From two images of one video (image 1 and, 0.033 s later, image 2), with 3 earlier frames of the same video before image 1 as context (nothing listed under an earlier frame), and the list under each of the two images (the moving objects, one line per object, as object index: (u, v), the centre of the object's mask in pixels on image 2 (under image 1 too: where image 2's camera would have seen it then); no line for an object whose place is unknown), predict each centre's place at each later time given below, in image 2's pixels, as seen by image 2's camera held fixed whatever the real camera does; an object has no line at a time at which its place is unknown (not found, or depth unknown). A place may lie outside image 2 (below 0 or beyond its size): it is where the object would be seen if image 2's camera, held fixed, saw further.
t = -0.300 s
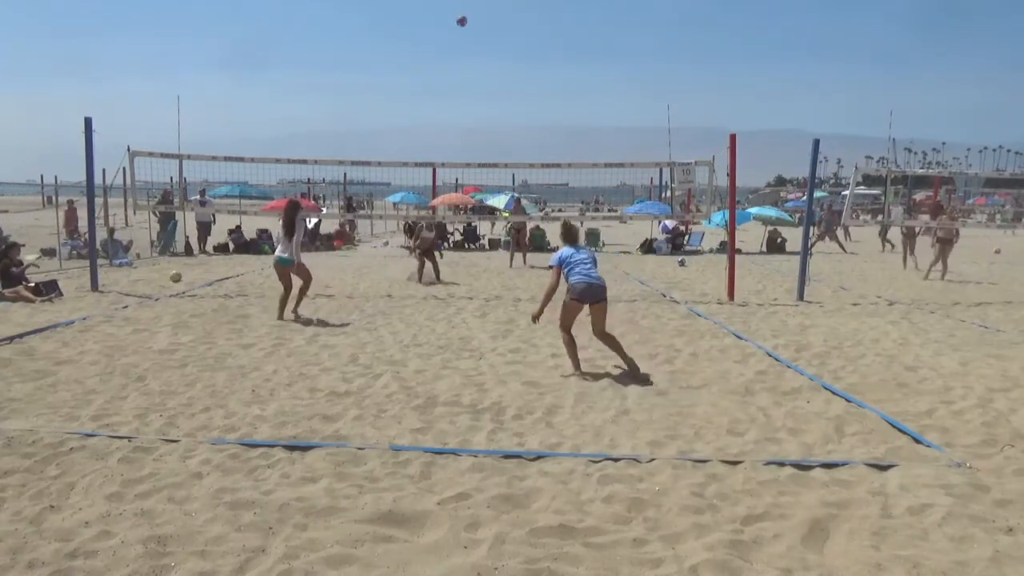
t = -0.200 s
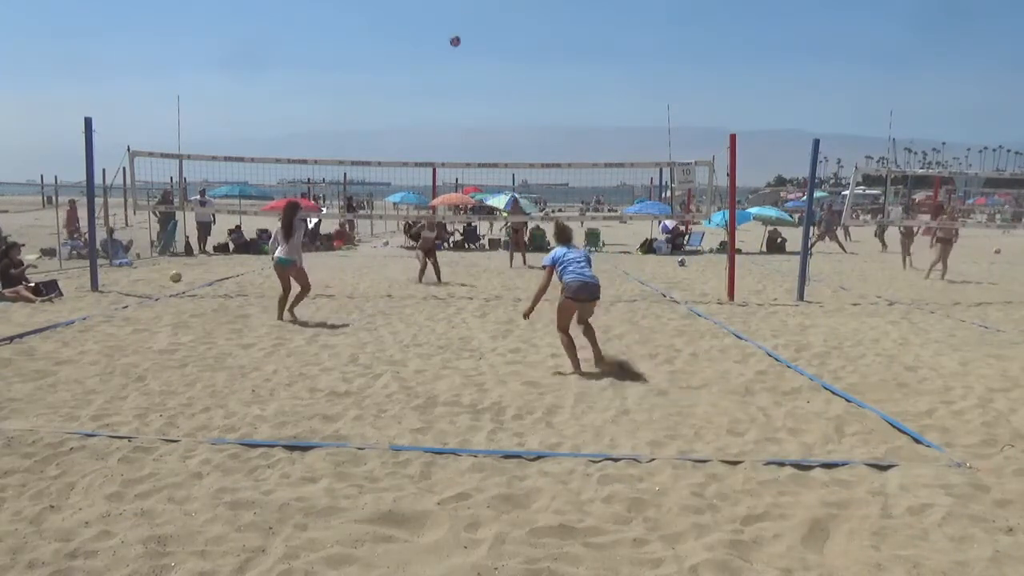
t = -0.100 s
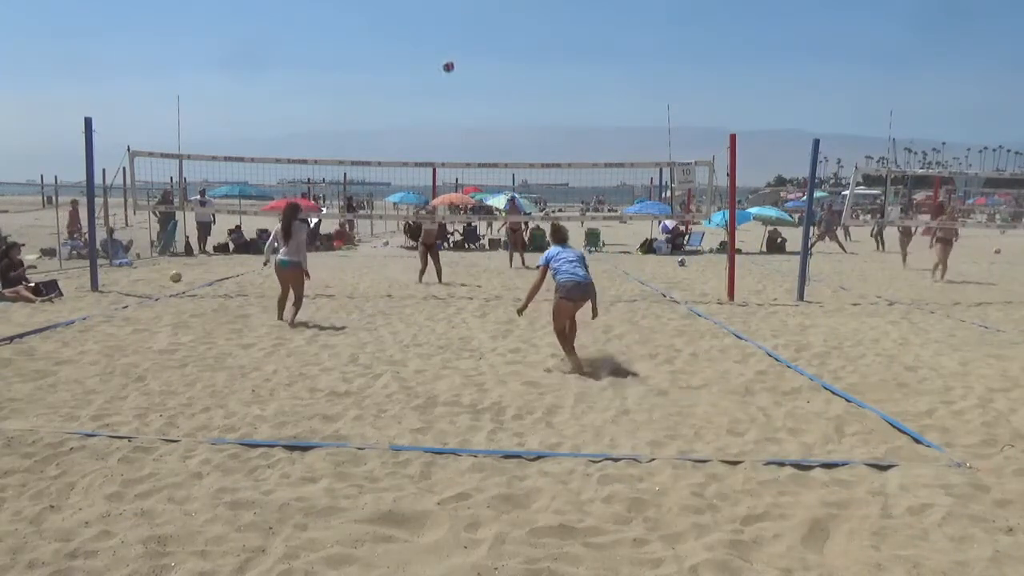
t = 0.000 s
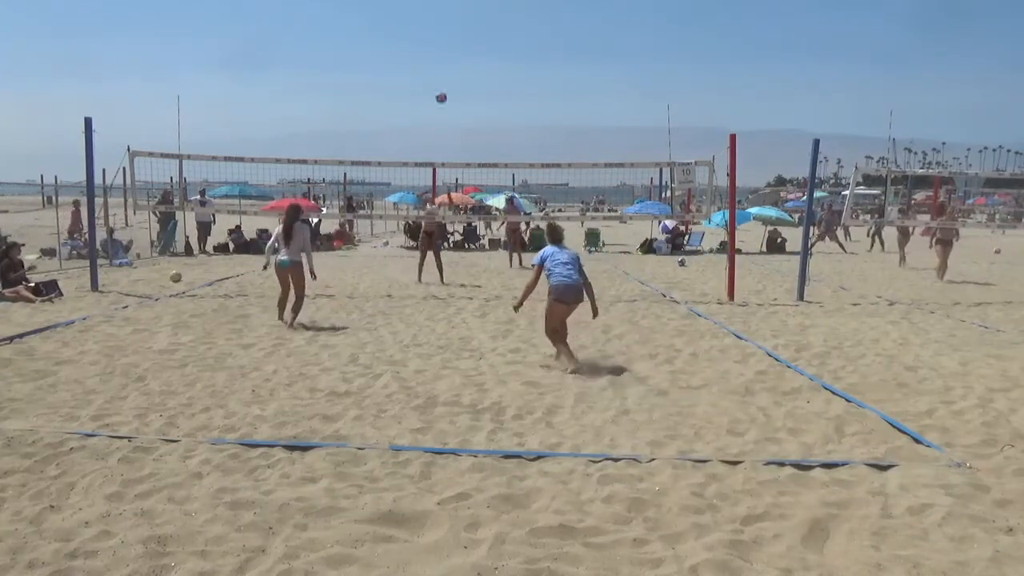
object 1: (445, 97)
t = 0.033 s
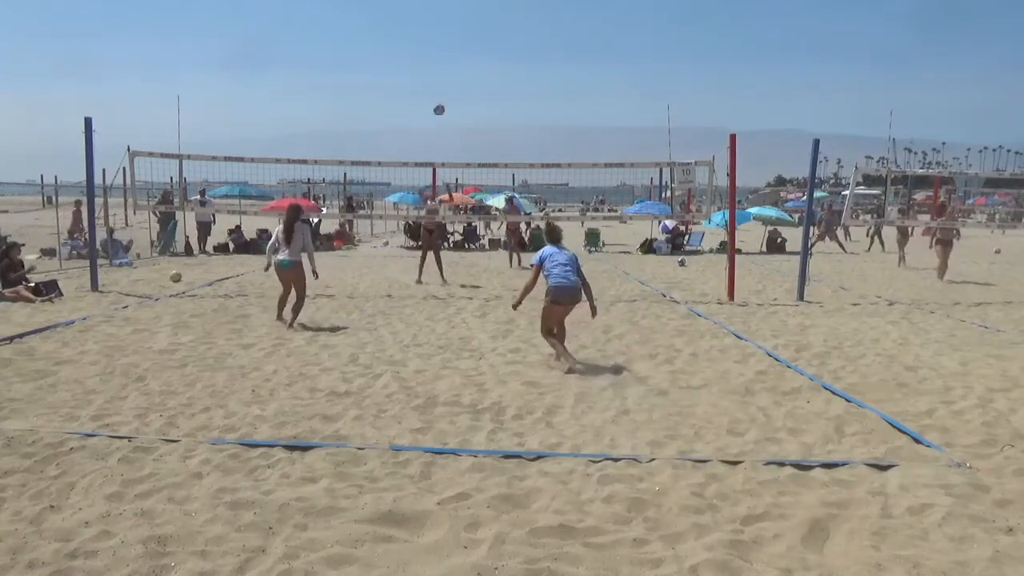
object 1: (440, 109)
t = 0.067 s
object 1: (439, 122)
